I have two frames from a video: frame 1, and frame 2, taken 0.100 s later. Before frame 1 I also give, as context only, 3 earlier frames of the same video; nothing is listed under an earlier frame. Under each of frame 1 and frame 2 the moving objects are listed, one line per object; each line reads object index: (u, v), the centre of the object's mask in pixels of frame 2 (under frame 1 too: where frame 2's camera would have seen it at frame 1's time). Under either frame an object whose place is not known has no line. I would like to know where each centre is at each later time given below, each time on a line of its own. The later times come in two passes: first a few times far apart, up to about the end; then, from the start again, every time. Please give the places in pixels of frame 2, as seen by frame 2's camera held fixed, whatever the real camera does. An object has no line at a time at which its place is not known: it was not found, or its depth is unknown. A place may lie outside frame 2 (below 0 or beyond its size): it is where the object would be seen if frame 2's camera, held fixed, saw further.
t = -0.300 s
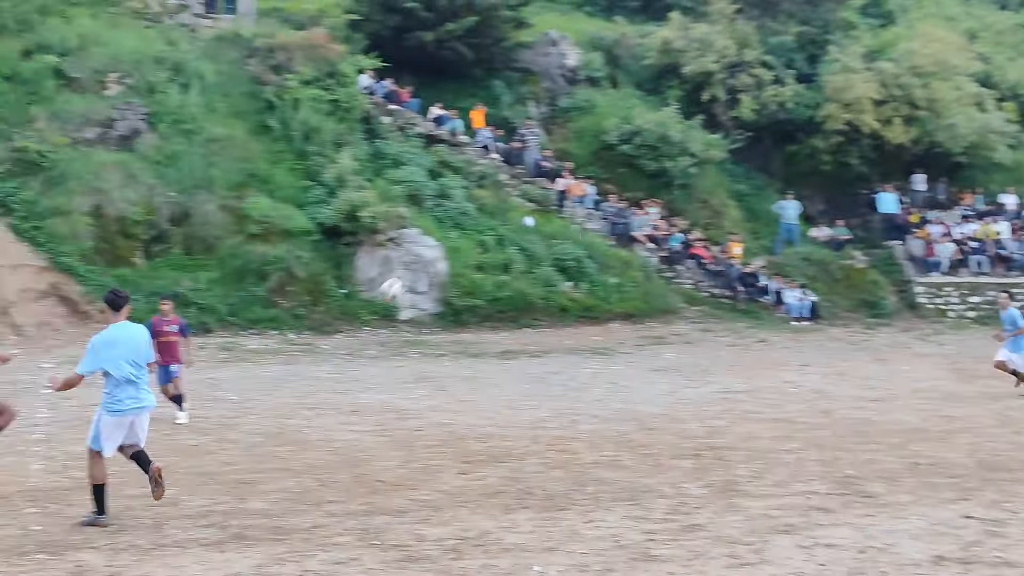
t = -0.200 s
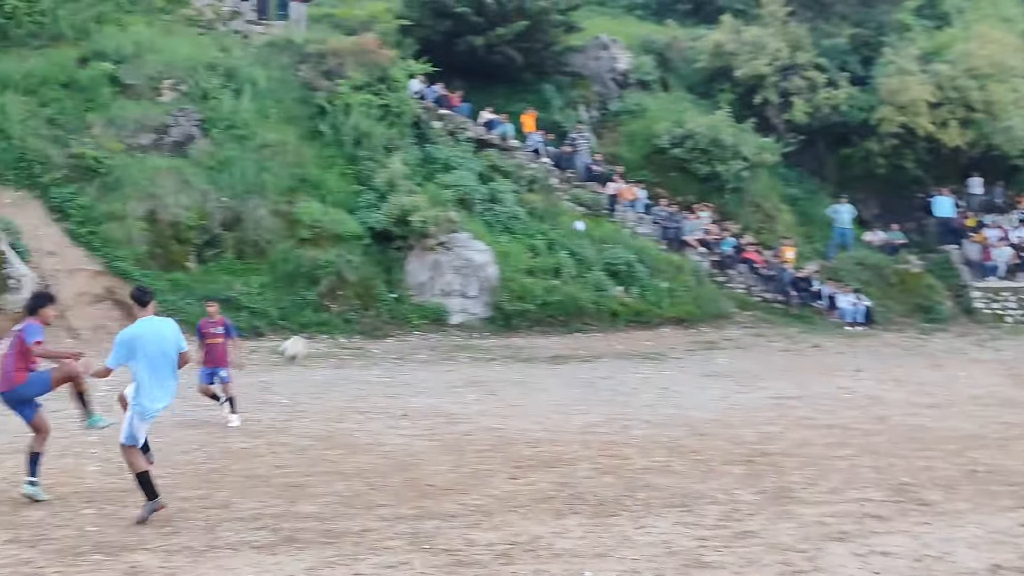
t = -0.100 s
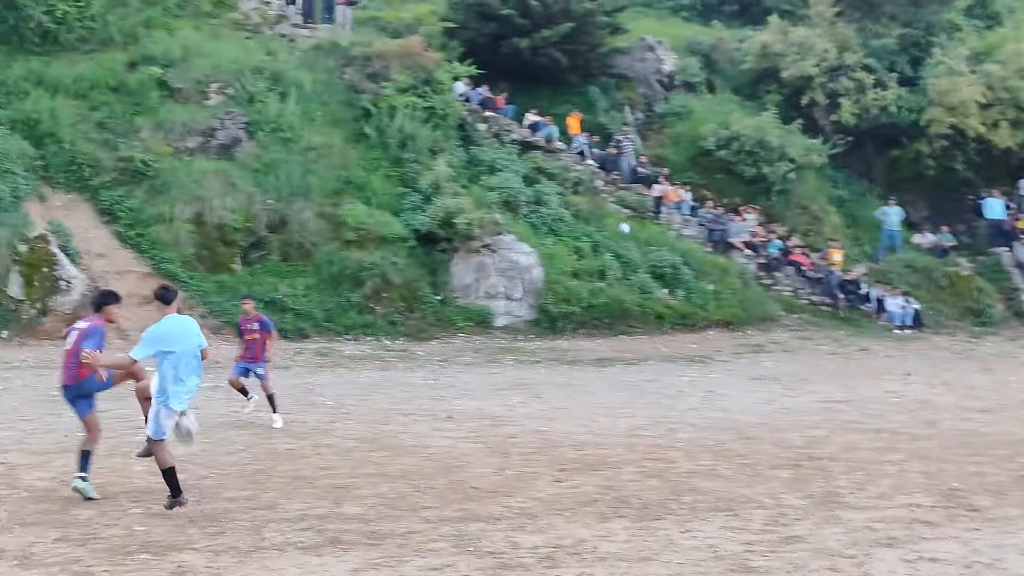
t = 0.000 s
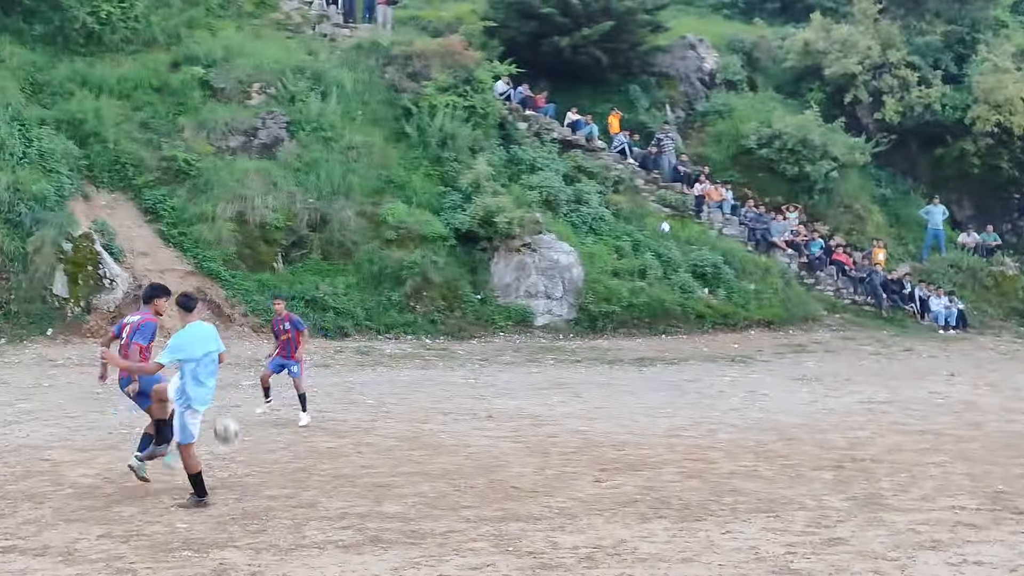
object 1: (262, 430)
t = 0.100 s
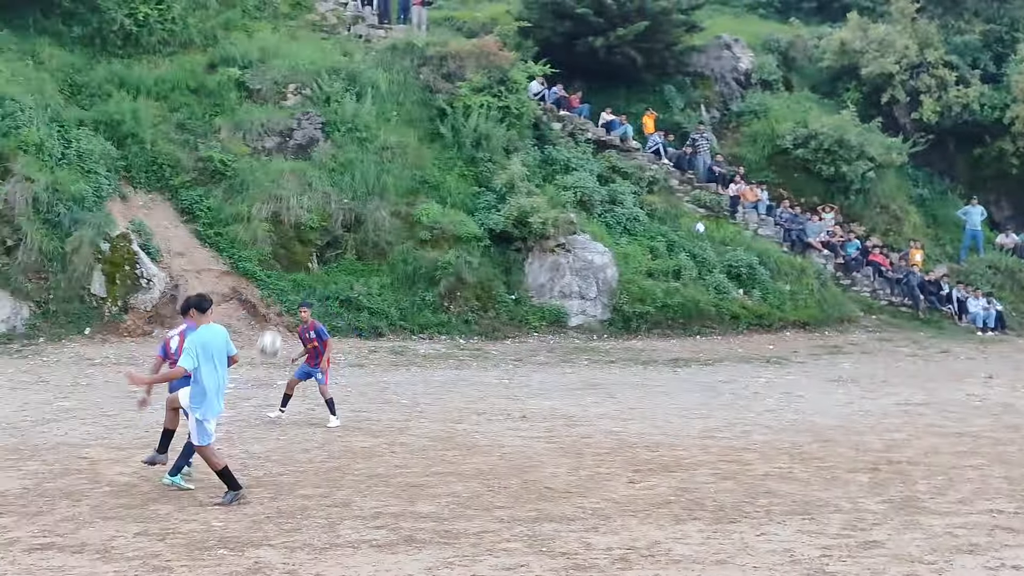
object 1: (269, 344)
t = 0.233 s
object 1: (280, 253)
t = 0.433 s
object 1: (295, 149)
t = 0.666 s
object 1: (314, 89)
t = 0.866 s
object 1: (328, 80)
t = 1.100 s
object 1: (346, 122)
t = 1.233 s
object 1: (357, 170)
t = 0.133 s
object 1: (272, 319)
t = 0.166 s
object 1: (274, 295)
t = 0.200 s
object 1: (277, 273)
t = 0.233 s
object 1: (280, 253)
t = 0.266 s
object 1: (282, 233)
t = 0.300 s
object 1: (285, 214)
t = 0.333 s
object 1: (288, 197)
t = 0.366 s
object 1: (291, 180)
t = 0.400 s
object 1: (294, 164)
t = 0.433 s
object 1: (295, 149)
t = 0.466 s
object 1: (298, 138)
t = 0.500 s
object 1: (300, 127)
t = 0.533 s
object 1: (303, 117)
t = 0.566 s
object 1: (306, 108)
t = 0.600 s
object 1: (308, 101)
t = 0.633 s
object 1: (311, 94)
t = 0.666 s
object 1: (314, 89)
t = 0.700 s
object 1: (316, 85)
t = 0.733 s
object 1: (319, 82)
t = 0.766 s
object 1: (321, 80)
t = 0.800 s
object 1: (324, 79)
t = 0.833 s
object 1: (325, 80)
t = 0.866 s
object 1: (328, 80)
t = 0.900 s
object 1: (331, 82)
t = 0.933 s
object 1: (334, 86)
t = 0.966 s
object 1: (336, 92)
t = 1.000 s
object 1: (339, 97)
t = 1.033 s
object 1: (342, 104)
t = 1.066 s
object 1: (344, 112)
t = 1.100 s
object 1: (346, 122)
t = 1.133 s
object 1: (349, 133)
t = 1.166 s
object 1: (352, 144)
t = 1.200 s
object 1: (354, 155)
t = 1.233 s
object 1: (357, 170)
